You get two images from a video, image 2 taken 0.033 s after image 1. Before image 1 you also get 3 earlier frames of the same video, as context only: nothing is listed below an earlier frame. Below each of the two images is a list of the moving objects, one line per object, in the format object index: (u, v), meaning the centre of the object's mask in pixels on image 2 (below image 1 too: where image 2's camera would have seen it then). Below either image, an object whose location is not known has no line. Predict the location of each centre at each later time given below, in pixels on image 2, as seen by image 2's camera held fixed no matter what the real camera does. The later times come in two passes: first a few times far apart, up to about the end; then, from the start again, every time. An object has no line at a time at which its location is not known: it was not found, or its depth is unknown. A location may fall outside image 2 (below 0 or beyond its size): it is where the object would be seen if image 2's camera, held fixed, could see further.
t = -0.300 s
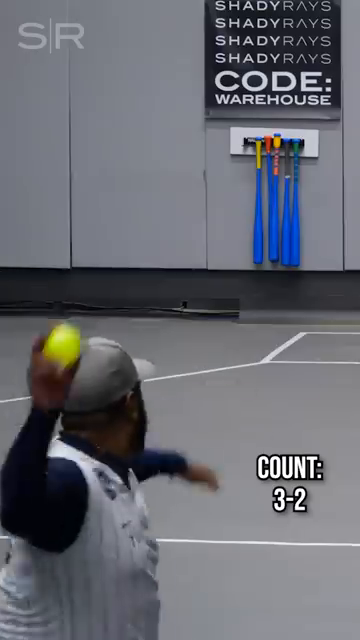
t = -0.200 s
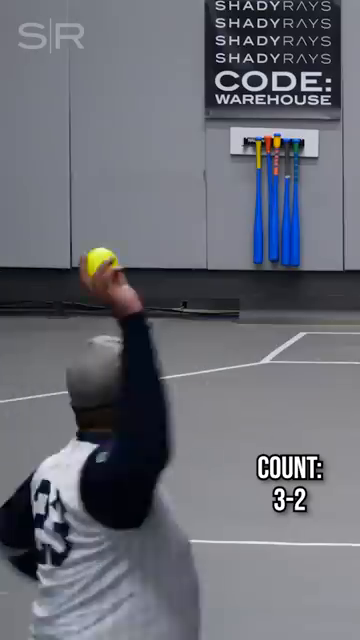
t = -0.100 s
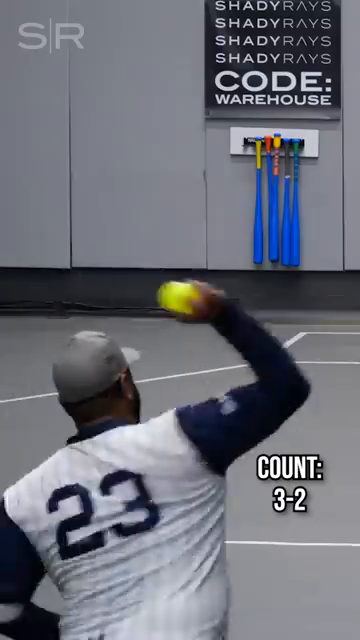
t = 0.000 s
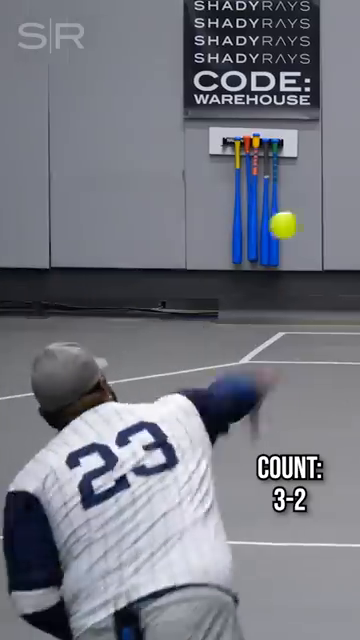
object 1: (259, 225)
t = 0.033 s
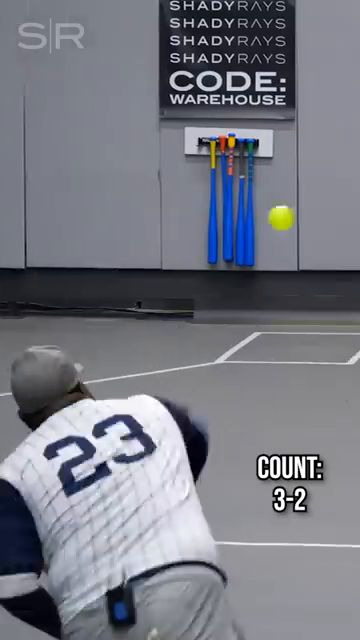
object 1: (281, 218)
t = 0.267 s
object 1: (372, 192)
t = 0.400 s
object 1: (405, 191)
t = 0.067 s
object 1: (299, 211)
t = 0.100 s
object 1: (315, 206)
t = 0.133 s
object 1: (328, 202)
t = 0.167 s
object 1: (341, 198)
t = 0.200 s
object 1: (352, 195)
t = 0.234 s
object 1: (362, 193)
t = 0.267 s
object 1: (372, 192)
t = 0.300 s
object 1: (380, 191)
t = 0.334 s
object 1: (389, 190)
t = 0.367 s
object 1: (397, 190)
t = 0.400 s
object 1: (405, 191)
